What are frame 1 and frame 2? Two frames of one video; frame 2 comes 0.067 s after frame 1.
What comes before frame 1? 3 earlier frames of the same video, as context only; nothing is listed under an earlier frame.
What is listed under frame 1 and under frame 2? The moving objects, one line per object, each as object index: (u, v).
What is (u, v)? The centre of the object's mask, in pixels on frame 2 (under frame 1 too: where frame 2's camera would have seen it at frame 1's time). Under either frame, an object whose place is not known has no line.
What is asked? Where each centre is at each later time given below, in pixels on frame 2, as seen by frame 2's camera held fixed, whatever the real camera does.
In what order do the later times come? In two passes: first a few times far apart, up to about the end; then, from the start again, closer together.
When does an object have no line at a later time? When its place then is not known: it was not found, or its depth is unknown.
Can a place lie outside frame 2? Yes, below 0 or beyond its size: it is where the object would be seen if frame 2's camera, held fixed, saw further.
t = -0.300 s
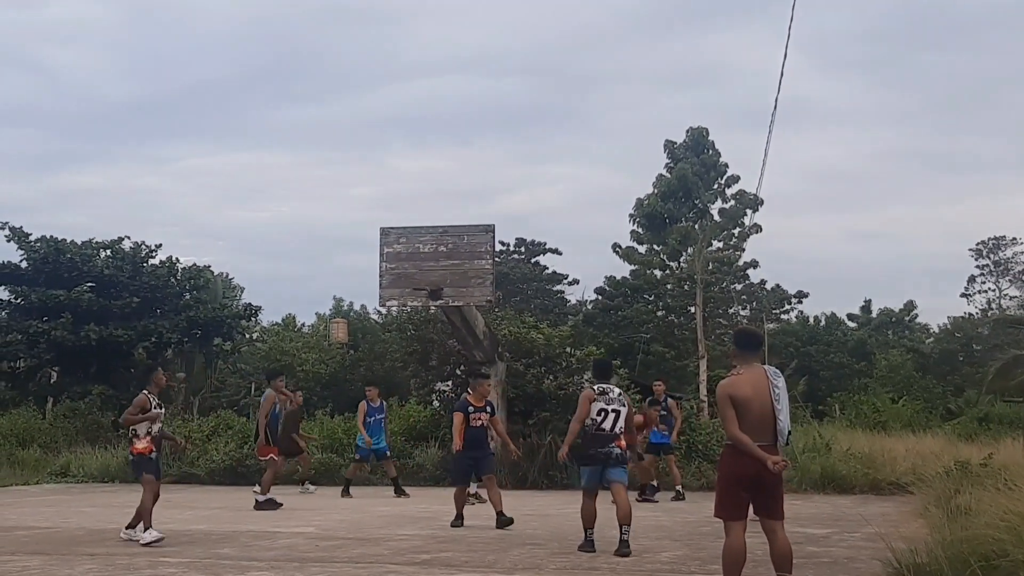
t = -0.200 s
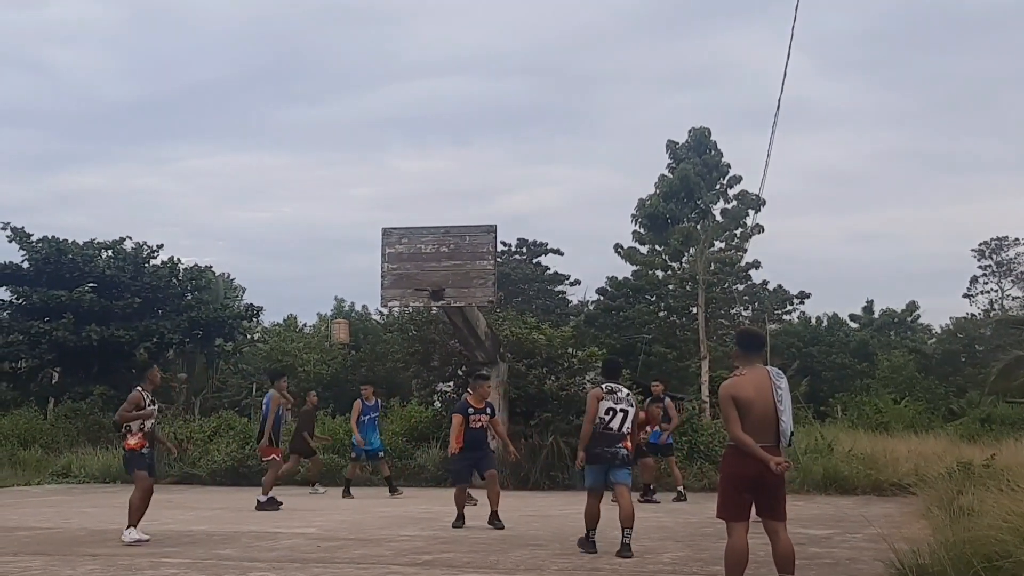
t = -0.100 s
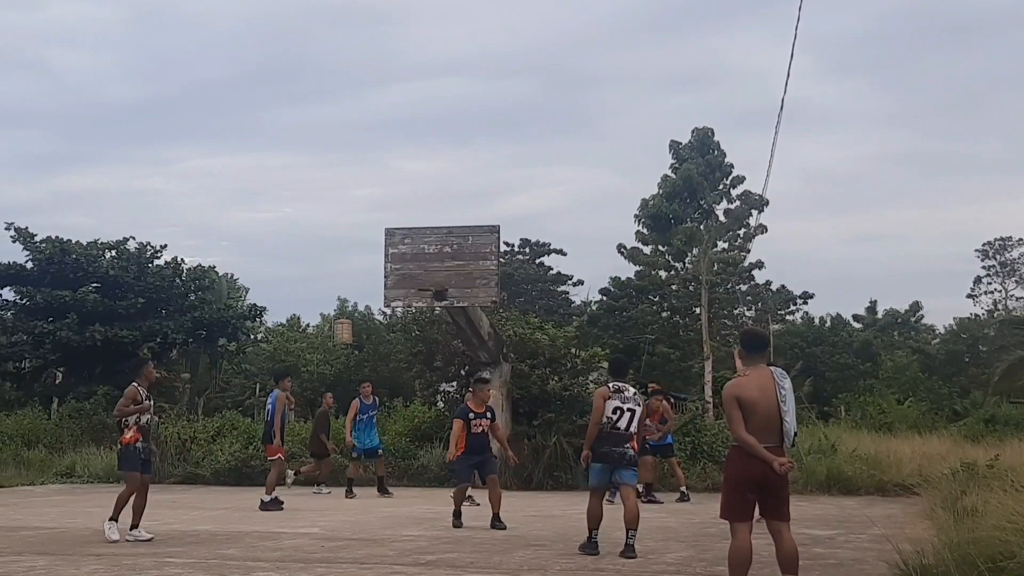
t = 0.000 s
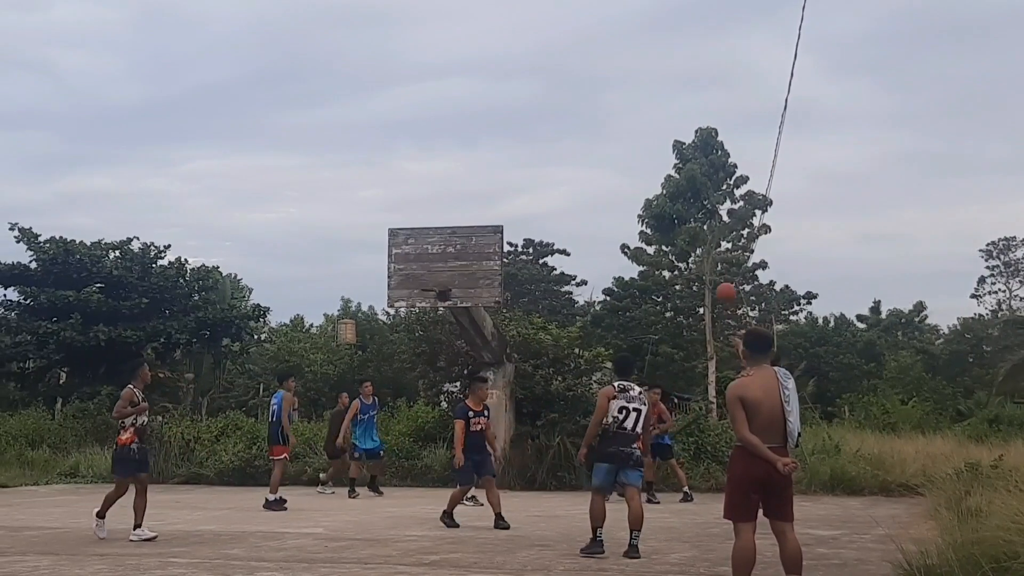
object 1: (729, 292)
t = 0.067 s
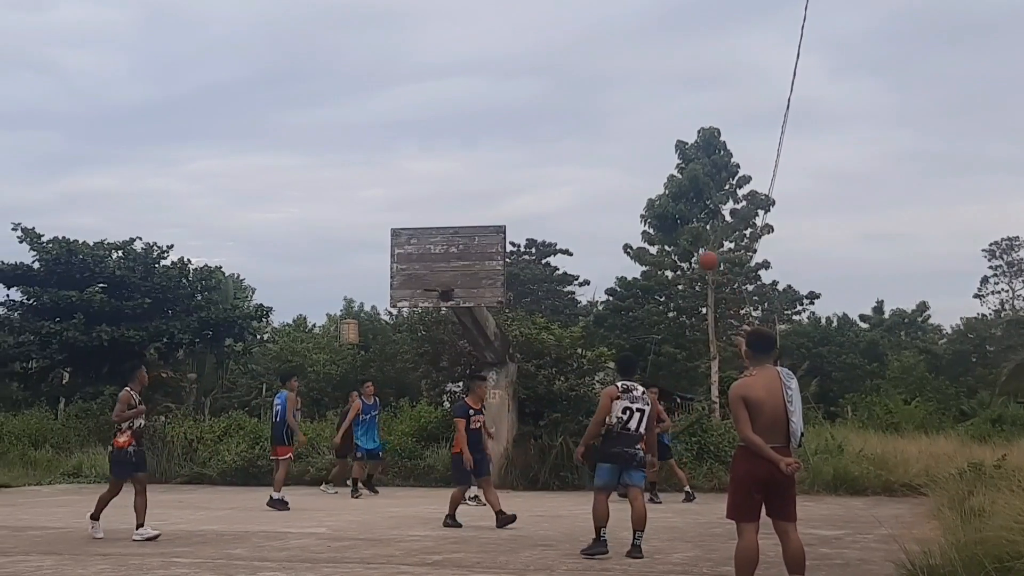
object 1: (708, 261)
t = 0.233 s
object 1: (659, 202)
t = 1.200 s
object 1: (439, 283)
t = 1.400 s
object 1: (455, 355)
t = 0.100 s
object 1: (698, 246)
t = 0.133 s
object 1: (688, 233)
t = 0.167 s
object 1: (678, 222)
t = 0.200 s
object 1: (668, 211)
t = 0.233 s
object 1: (659, 202)
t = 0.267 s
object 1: (649, 192)
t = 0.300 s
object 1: (640, 185)
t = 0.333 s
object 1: (631, 178)
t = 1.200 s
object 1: (439, 283)
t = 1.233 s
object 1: (436, 296)
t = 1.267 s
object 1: (440, 305)
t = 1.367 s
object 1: (451, 341)
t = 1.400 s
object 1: (455, 355)
